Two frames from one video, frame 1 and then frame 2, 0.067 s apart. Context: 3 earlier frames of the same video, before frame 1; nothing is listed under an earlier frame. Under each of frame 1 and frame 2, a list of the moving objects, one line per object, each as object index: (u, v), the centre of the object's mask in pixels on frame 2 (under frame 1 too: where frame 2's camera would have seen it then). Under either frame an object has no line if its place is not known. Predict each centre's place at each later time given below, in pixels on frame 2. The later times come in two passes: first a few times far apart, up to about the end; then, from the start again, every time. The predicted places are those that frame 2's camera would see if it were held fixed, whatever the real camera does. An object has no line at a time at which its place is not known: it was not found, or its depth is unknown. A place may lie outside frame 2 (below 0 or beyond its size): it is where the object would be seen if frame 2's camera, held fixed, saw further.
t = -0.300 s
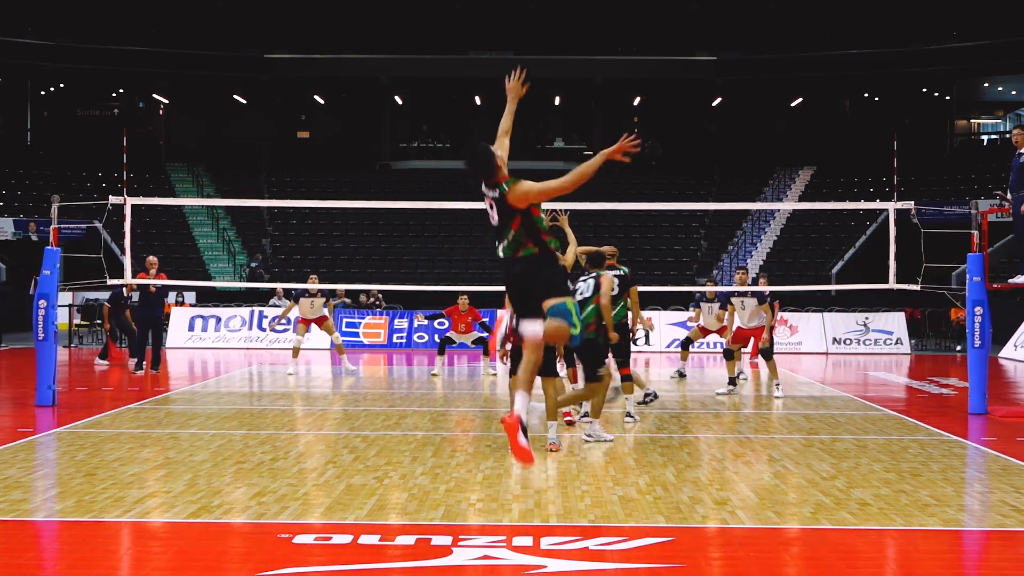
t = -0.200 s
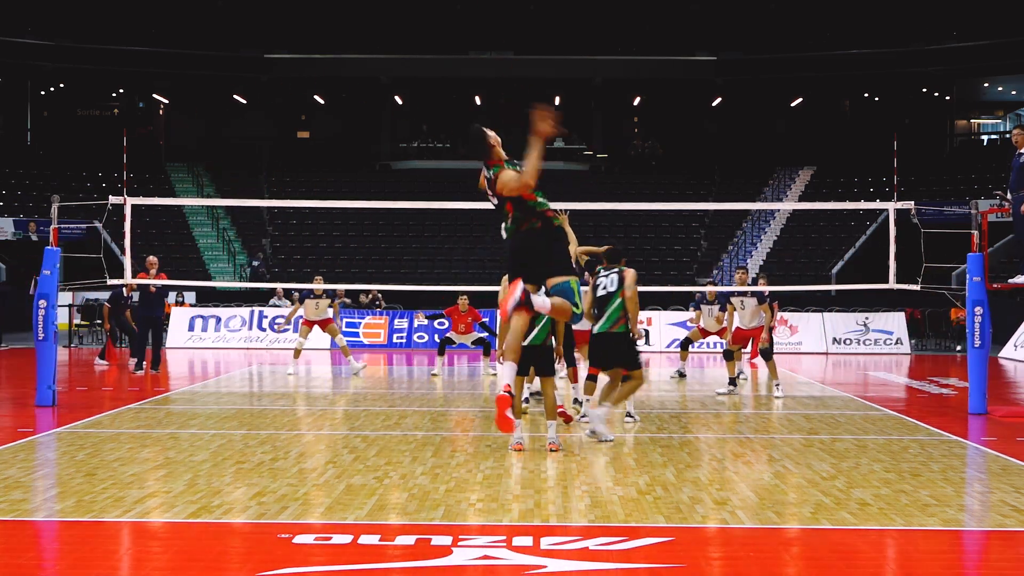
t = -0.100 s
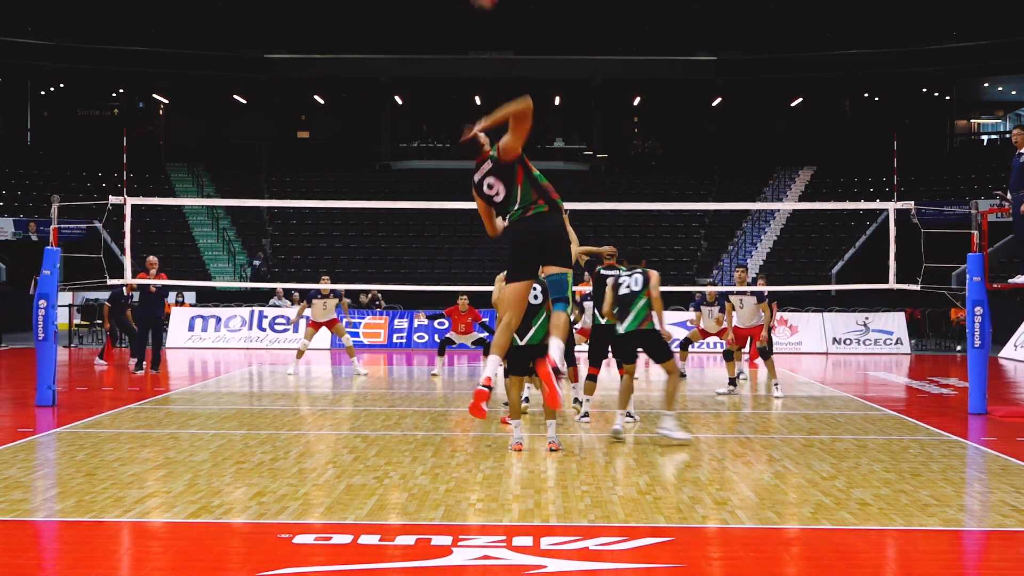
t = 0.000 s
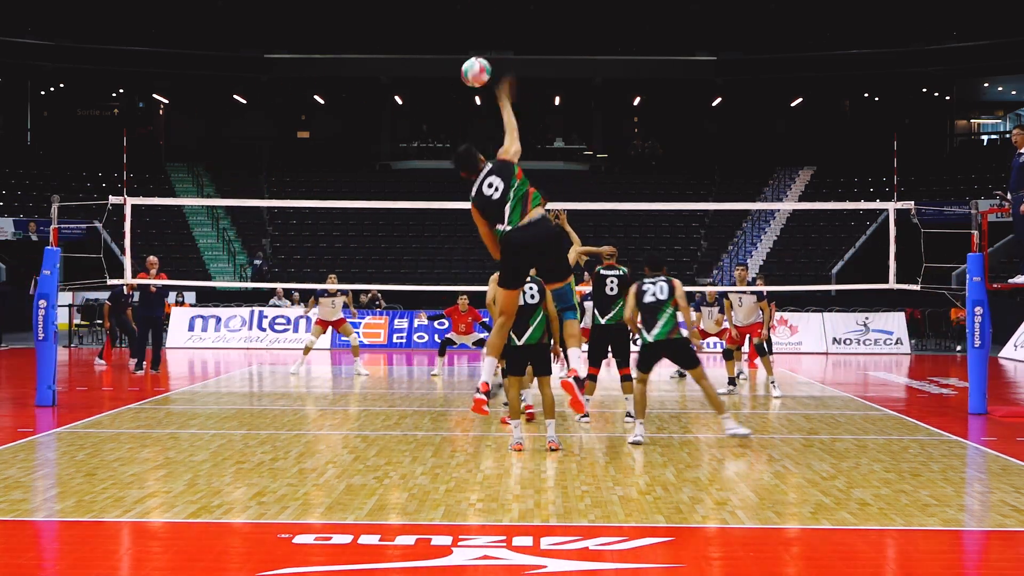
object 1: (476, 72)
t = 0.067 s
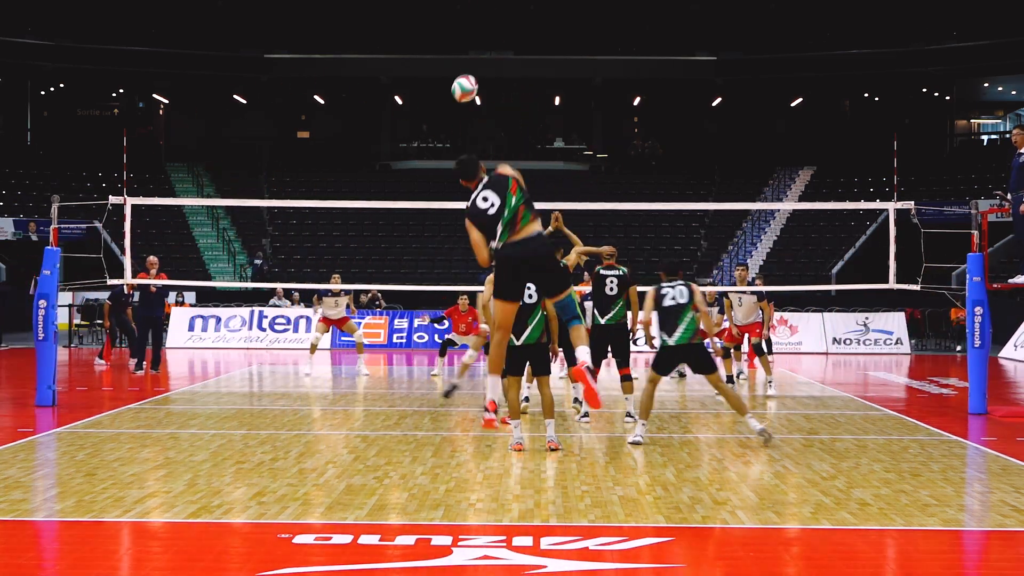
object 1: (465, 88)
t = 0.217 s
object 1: (444, 148)
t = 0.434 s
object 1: (427, 198)
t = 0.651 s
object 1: (414, 214)
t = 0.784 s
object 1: (407, 233)
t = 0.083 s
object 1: (462, 94)
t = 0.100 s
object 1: (460, 99)
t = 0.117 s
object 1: (457, 105)
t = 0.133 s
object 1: (455, 112)
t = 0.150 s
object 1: (453, 118)
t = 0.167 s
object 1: (450, 126)
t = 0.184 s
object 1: (448, 133)
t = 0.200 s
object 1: (446, 141)
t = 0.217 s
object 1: (444, 148)
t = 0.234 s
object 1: (443, 156)
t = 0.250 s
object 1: (441, 164)
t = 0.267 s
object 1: (439, 172)
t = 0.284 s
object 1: (437, 181)
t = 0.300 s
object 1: (435, 189)
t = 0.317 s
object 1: (434, 198)
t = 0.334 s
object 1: (433, 204)
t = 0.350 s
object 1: (432, 203)
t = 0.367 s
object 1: (431, 202)
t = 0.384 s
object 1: (430, 201)
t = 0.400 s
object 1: (429, 200)
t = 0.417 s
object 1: (428, 199)
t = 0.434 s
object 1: (427, 198)
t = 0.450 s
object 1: (426, 197)
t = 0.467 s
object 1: (425, 196)
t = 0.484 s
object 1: (424, 194)
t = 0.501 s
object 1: (423, 193)
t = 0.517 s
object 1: (422, 193)
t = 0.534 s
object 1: (422, 198)
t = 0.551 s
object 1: (420, 199)
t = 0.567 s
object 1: (419, 200)
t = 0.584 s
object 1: (418, 202)
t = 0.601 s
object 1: (417, 203)
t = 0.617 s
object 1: (415, 203)
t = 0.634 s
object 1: (415, 201)
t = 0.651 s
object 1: (414, 214)
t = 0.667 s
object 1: (413, 212)
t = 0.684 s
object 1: (412, 216)
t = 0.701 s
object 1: (411, 219)
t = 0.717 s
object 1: (410, 221)
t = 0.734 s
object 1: (410, 223)
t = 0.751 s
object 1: (409, 226)
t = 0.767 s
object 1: (408, 229)
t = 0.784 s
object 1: (407, 233)
